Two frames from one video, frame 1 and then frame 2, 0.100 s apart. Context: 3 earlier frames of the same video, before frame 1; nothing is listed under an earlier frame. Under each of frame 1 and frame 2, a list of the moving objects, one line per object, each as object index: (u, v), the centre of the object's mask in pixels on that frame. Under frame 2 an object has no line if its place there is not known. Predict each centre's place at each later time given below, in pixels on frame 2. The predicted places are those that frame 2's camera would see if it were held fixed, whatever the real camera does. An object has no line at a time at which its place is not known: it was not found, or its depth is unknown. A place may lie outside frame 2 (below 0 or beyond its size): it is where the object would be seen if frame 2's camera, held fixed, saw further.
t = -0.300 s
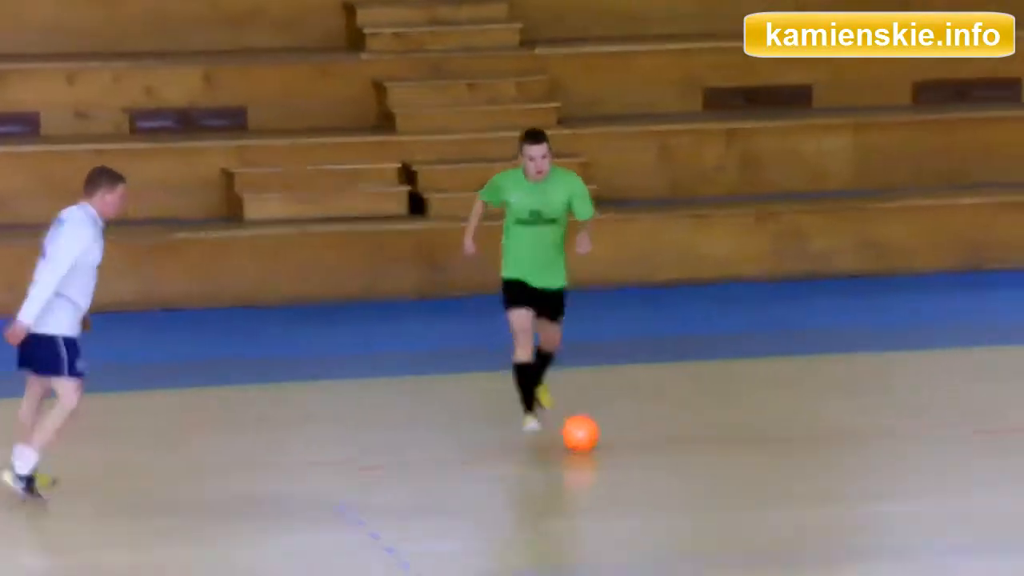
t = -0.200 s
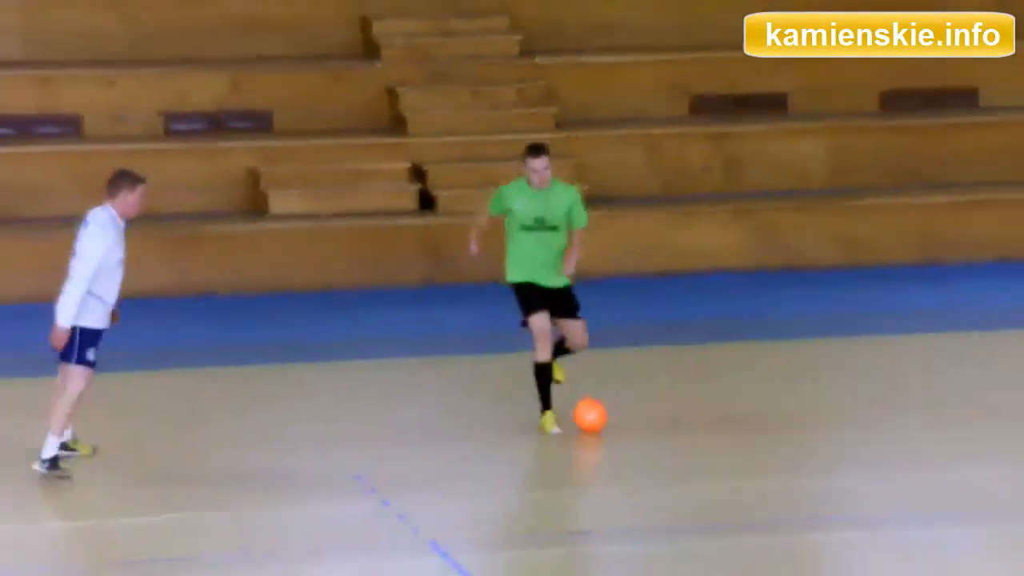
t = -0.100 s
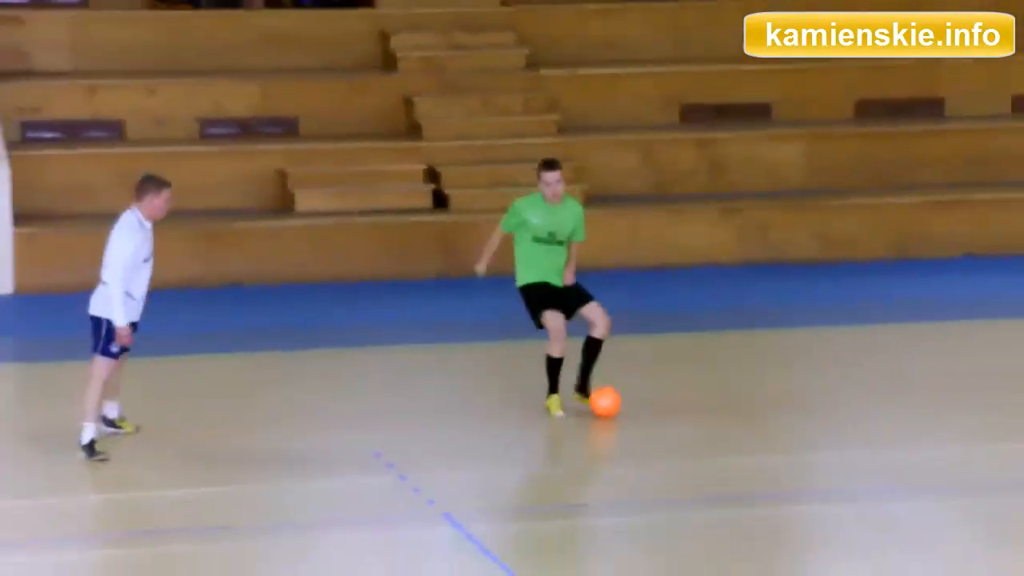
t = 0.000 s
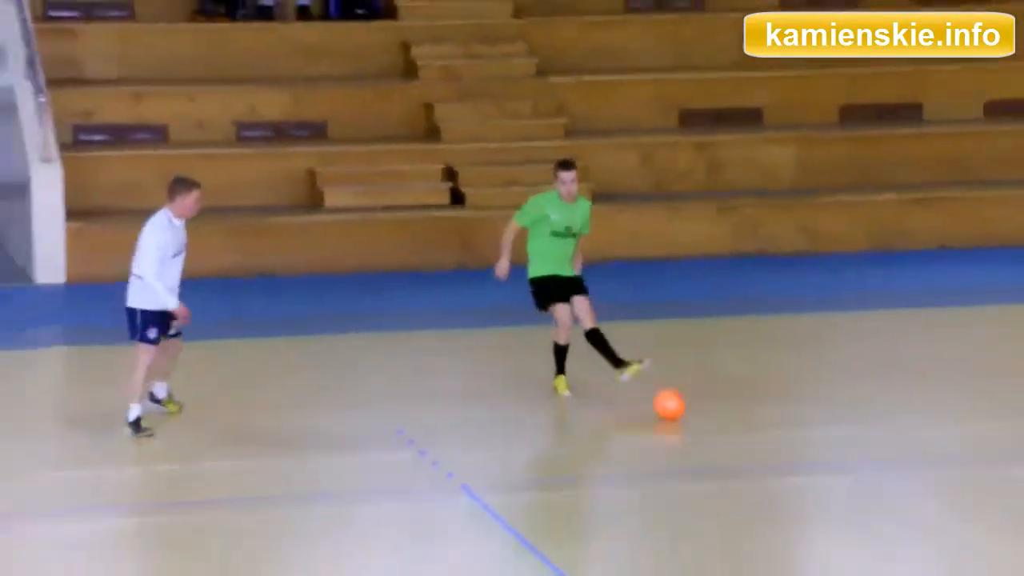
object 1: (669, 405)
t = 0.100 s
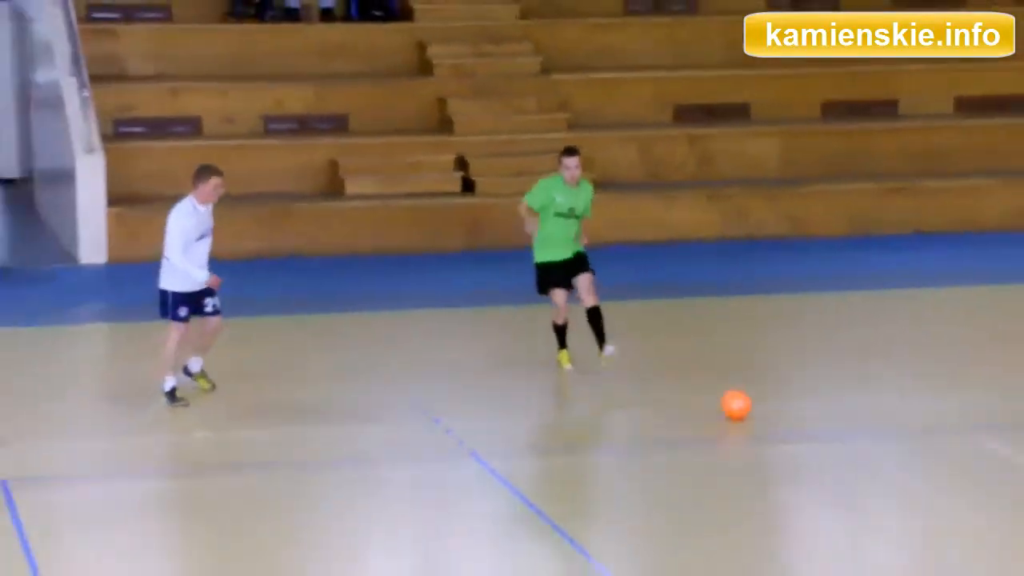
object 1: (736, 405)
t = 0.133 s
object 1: (762, 415)
